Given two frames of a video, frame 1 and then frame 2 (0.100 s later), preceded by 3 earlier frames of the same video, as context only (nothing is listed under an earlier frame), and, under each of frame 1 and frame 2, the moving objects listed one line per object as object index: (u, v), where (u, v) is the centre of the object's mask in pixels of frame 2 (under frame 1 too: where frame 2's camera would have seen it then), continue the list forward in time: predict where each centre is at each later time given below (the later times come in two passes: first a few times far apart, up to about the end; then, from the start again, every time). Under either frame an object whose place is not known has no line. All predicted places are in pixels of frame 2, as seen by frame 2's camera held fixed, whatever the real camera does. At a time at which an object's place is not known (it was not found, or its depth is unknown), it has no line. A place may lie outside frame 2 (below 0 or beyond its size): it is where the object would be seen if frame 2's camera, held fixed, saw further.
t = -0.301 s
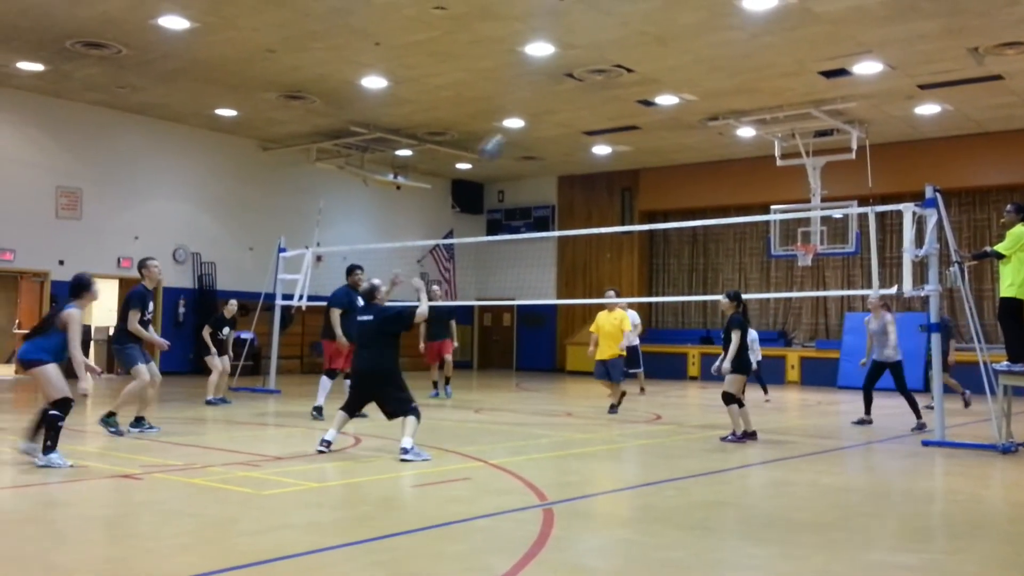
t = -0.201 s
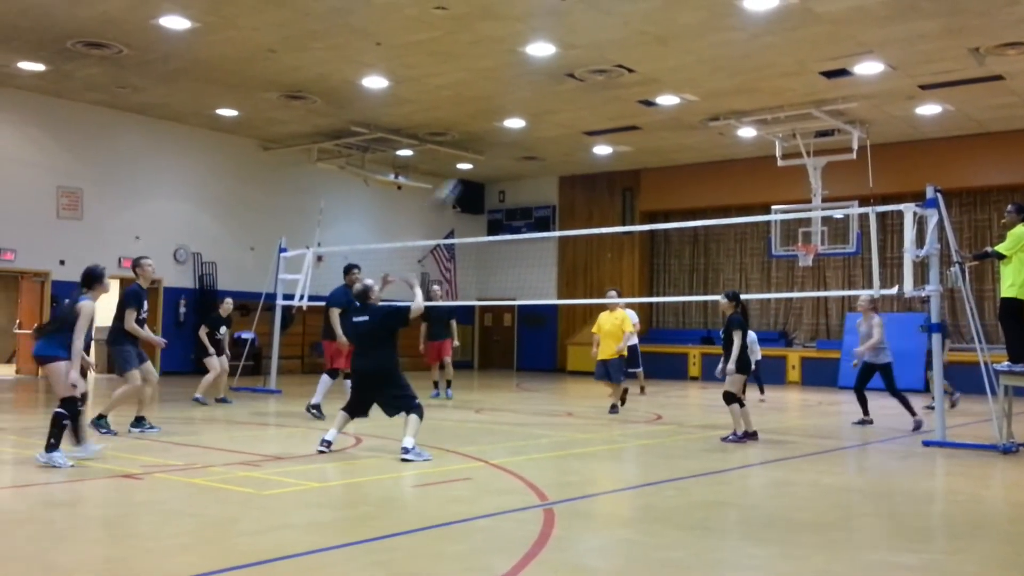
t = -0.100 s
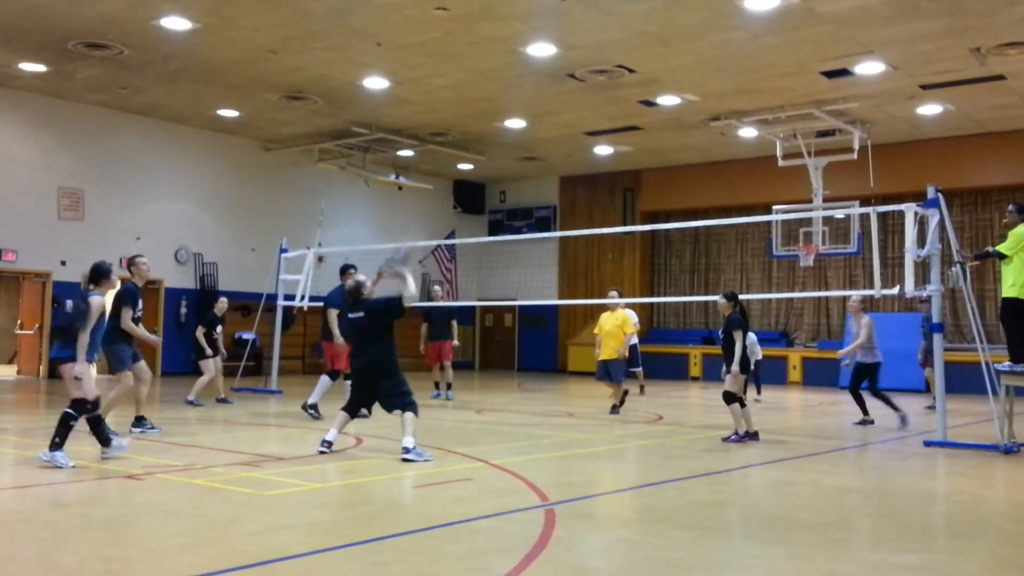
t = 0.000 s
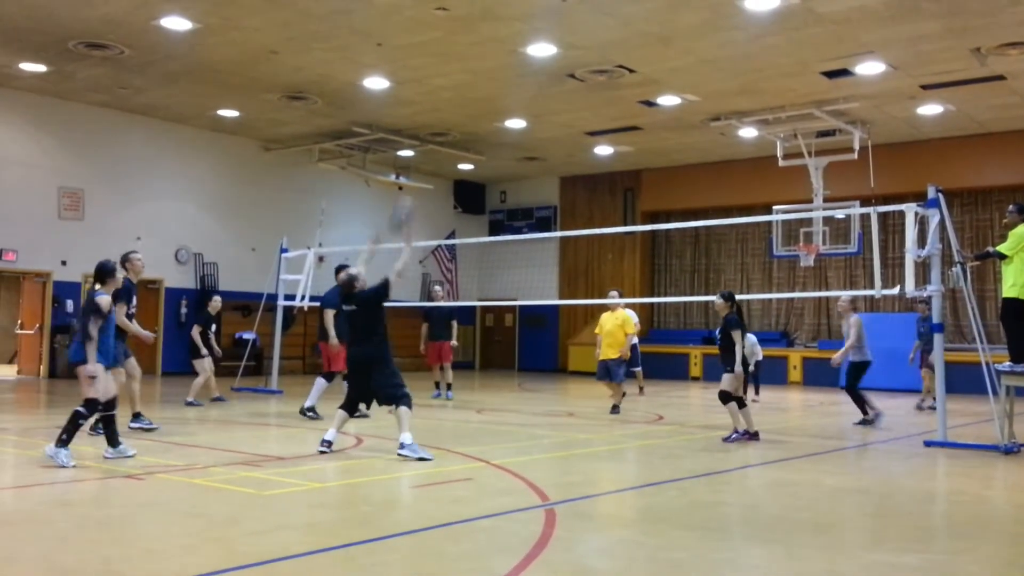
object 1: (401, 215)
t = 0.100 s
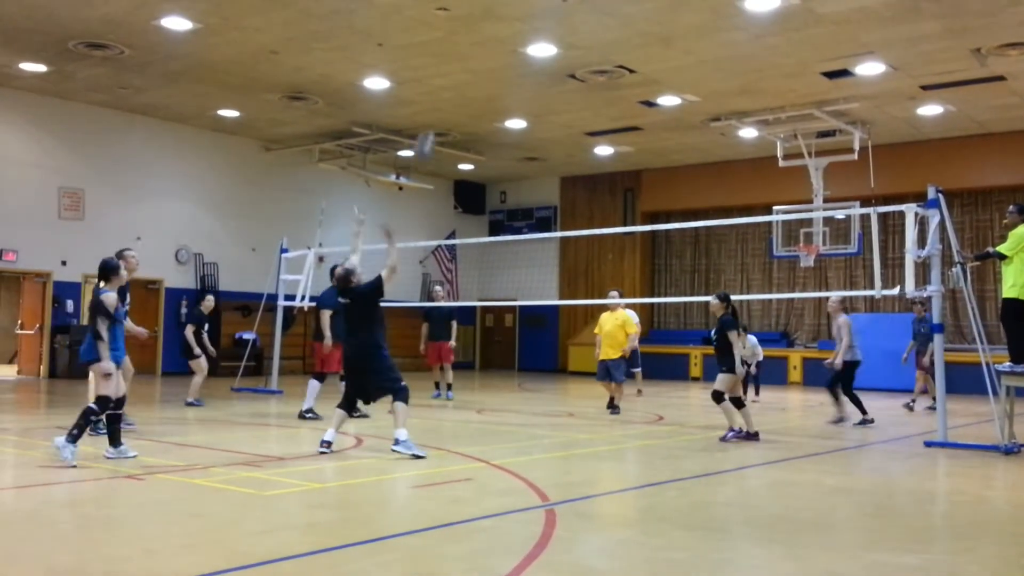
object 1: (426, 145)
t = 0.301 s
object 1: (465, 57)
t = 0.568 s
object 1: (510, 7)
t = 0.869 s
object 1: (553, 27)
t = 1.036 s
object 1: (574, 72)
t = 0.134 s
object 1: (431, 127)
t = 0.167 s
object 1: (439, 112)
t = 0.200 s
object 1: (446, 96)
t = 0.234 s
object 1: (452, 83)
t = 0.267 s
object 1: (458, 70)
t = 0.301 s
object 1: (465, 57)
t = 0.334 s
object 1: (471, 46)
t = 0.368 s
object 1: (477, 37)
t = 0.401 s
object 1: (483, 28)
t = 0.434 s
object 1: (489, 21)
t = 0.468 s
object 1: (494, 15)
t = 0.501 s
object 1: (499, 11)
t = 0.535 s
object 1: (505, 8)
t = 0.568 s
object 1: (510, 7)
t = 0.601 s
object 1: (515, 6)
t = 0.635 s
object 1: (521, 6)
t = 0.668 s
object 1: (526, 6)
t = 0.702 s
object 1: (531, 7)
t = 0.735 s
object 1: (535, 9)
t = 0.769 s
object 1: (540, 11)
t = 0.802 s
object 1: (544, 15)
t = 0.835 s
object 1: (549, 21)
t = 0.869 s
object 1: (553, 27)
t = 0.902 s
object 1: (557, 35)
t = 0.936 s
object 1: (562, 42)
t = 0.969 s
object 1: (565, 52)
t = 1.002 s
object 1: (568, 63)
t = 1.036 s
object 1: (574, 72)
